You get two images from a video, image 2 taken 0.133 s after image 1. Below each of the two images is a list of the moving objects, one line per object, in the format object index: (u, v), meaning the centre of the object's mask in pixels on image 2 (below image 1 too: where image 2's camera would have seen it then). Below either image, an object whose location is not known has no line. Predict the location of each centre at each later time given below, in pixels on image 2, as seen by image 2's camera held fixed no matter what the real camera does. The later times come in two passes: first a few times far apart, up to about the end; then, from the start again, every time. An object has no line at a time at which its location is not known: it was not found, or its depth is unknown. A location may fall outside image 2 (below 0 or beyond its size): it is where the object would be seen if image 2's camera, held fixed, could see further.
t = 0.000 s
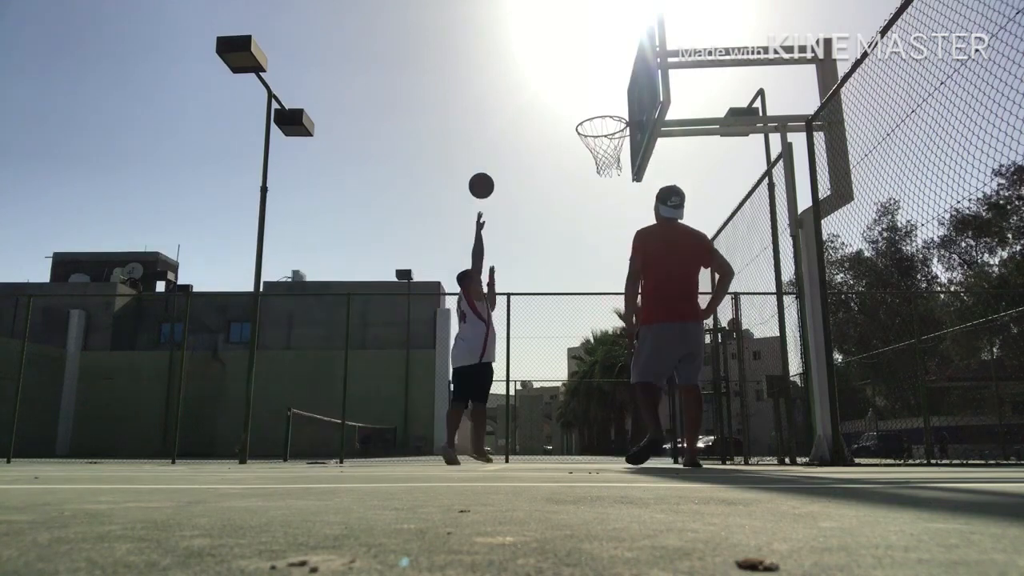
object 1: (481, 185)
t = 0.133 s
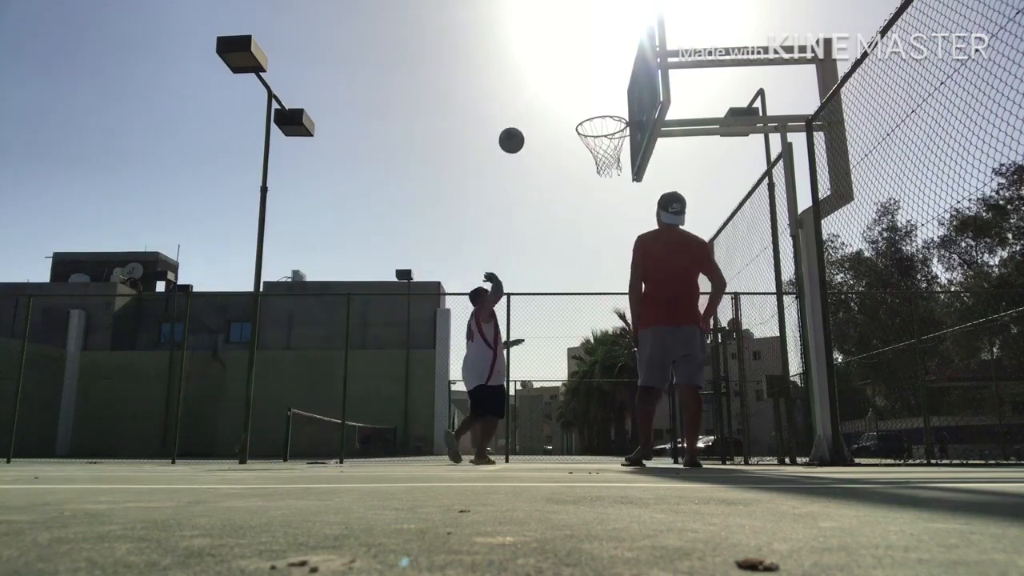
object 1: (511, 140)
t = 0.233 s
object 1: (534, 118)
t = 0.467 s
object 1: (586, 105)
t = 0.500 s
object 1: (594, 108)
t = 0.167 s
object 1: (519, 132)
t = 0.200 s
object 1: (526, 124)
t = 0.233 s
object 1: (534, 118)
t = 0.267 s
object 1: (541, 113)
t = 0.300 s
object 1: (549, 109)
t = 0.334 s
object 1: (556, 106)
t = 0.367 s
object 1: (564, 104)
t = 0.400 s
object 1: (571, 103)
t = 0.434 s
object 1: (579, 104)
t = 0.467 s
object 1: (586, 105)
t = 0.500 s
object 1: (594, 108)
